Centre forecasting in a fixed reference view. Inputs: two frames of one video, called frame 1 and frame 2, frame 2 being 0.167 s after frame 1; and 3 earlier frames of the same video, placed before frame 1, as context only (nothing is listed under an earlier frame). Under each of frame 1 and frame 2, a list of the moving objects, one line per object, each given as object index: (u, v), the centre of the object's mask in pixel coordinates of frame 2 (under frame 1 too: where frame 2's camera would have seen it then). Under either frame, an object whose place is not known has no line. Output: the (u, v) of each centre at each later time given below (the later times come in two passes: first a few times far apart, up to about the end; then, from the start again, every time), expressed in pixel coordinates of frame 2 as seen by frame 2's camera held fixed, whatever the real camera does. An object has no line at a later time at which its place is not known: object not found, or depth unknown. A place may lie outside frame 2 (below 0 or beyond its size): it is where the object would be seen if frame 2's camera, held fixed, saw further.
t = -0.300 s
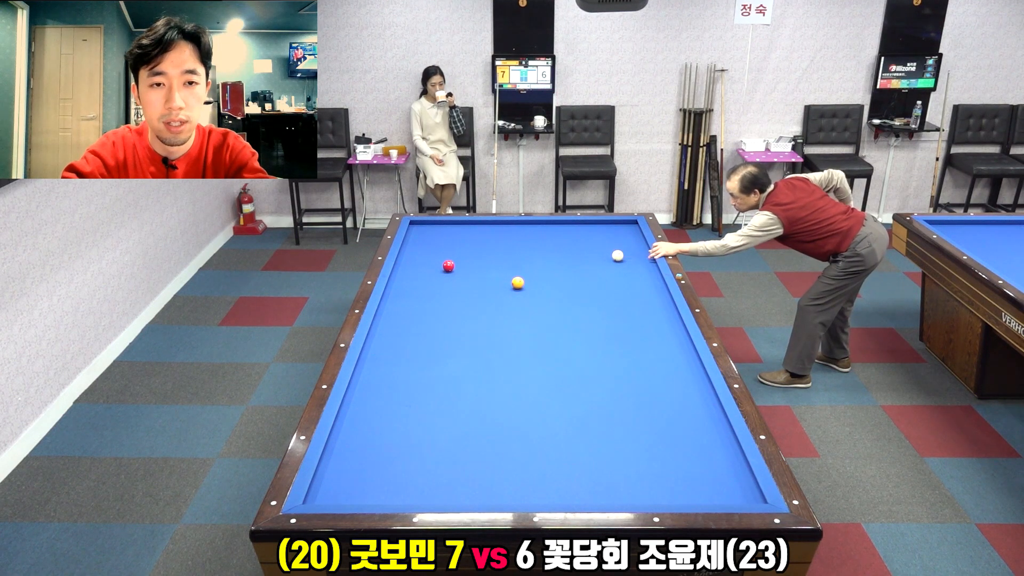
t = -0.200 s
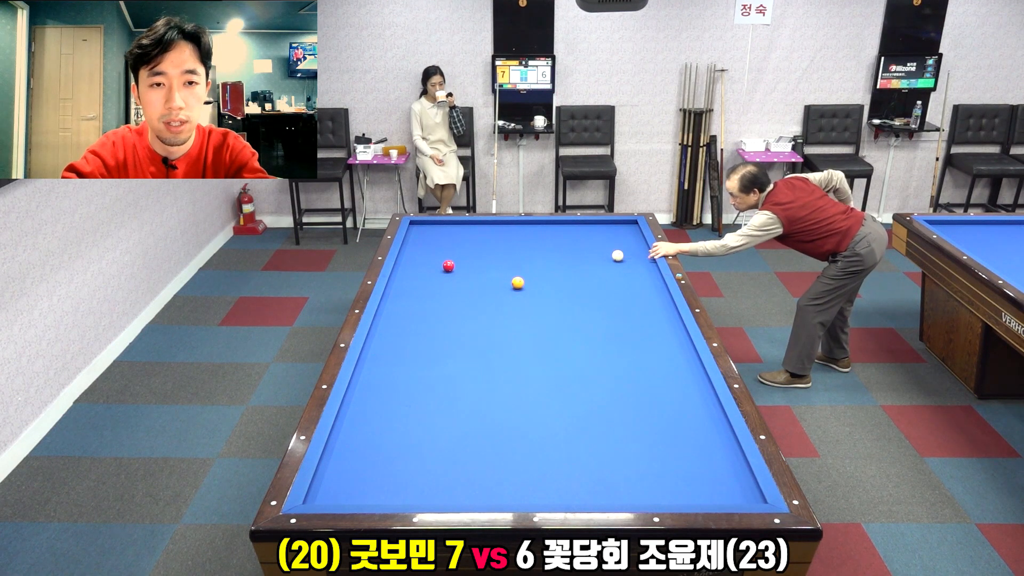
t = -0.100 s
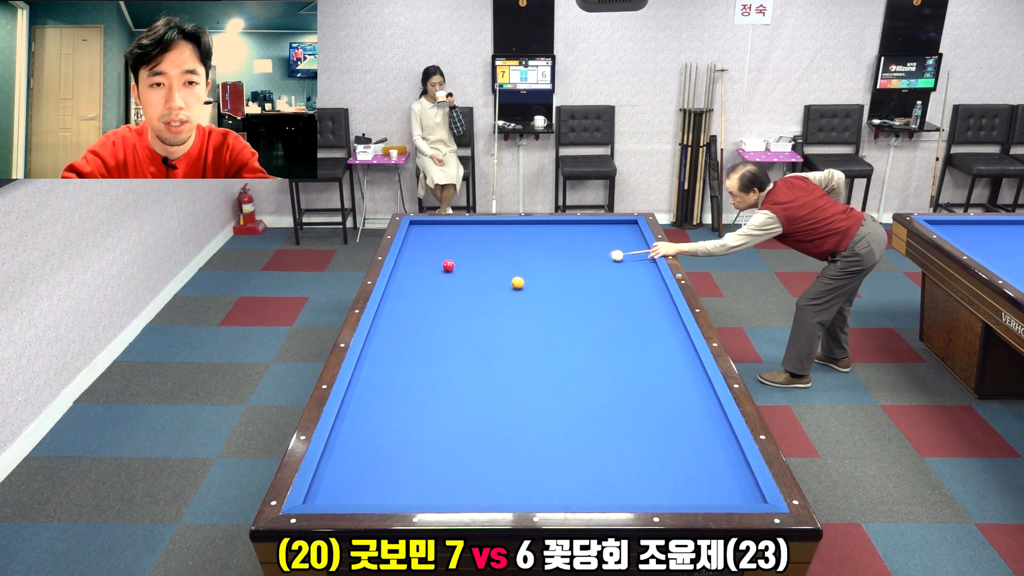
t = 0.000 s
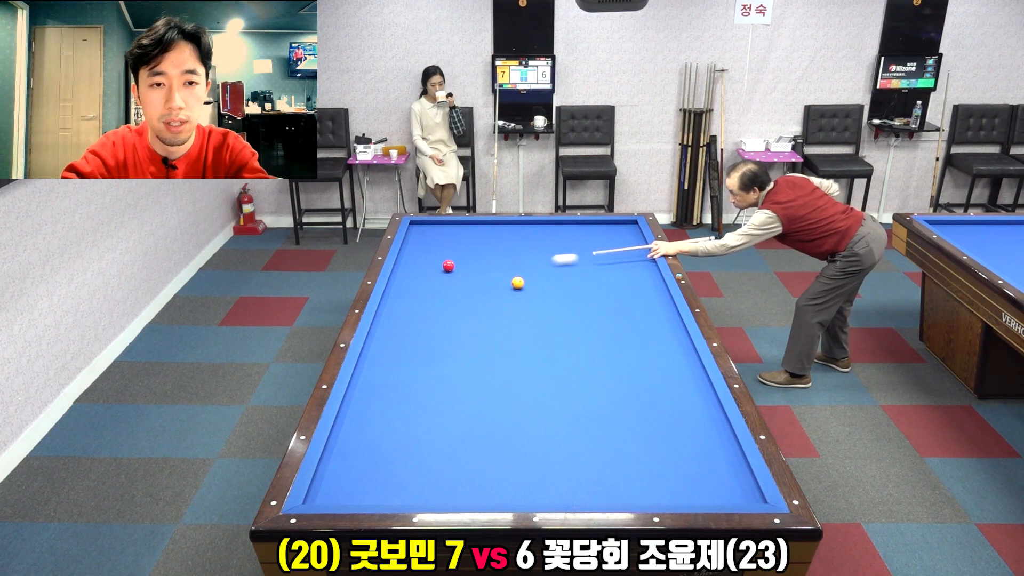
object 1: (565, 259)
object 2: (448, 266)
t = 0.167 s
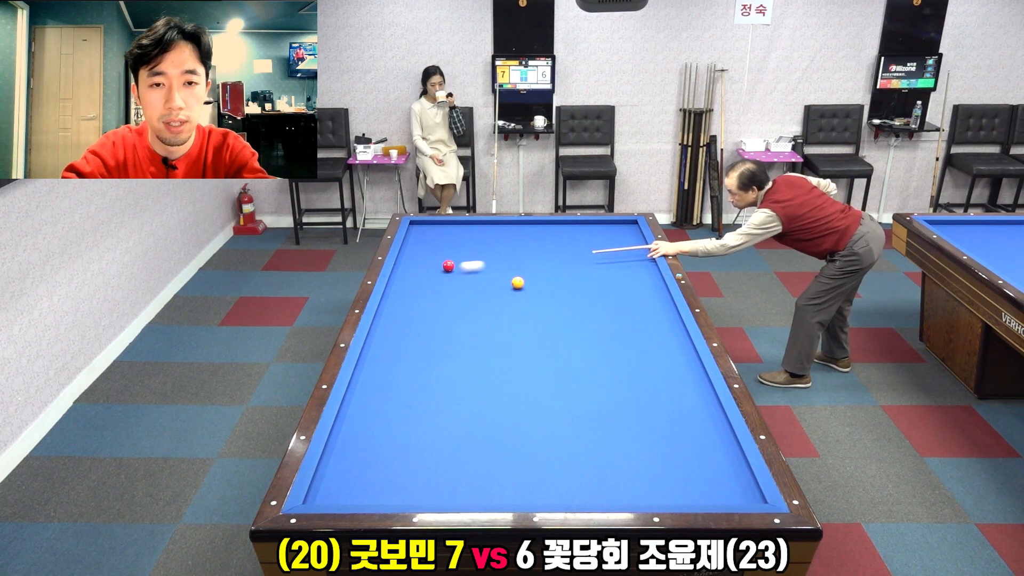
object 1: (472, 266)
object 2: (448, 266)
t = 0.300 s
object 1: (436, 279)
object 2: (413, 259)
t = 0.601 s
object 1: (405, 315)
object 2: (454, 249)
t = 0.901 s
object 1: (448, 360)
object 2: (505, 241)
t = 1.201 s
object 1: (499, 417)
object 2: (553, 234)
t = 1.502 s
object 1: (566, 492)
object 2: (597, 228)
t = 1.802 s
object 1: (642, 450)
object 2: (628, 221)
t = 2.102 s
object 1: (705, 412)
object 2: (606, 222)
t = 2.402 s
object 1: (668, 381)
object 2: (586, 223)
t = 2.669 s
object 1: (626, 356)
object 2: (568, 224)
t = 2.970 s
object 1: (586, 332)
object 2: (549, 225)
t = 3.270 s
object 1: (550, 312)
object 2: (531, 226)
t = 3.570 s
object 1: (519, 293)
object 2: (513, 227)
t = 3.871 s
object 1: (491, 277)
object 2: (495, 227)
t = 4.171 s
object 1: (466, 262)
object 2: (478, 228)
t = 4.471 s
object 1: (443, 249)
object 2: (462, 229)
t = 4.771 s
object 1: (423, 237)
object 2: (446, 230)
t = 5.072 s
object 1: (417, 228)
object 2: (431, 230)
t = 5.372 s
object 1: (428, 223)
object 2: (417, 231)
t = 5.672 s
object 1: (433, 227)
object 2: (415, 231)
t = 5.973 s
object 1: (438, 231)
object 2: (423, 231)
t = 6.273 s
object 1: (443, 235)
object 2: (430, 232)
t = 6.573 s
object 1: (448, 240)
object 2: (436, 232)
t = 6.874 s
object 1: (452, 244)
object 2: (442, 232)
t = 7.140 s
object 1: (457, 247)
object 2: (447, 232)
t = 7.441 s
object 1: (461, 251)
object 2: (452, 232)
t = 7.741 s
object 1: (466, 254)
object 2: (456, 232)
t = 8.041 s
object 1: (470, 258)
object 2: (460, 232)
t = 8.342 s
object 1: (475, 261)
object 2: (463, 232)
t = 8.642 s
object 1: (479, 264)
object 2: (466, 232)
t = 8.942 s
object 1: (483, 268)
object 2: (468, 232)
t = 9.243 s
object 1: (486, 270)
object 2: (470, 232)
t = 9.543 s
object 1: (490, 273)
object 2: (470, 232)
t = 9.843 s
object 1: (494, 276)
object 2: (471, 232)
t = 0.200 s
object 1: (457, 268)
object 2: (444, 264)
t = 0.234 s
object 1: (451, 272)
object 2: (434, 263)
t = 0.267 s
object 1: (444, 276)
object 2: (423, 261)
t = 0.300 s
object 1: (436, 279)
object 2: (413, 259)
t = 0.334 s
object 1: (429, 283)
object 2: (404, 257)
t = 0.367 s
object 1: (420, 287)
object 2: (407, 256)
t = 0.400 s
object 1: (411, 290)
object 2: (415, 254)
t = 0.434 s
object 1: (401, 294)
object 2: (423, 254)
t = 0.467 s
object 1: (391, 298)
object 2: (430, 253)
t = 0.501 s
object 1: (388, 302)
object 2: (436, 252)
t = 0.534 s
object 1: (394, 306)
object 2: (442, 251)
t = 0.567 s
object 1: (400, 310)
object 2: (448, 250)
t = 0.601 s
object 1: (405, 315)
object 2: (454, 249)
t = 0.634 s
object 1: (411, 320)
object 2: (460, 248)
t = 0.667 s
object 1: (415, 324)
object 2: (466, 247)
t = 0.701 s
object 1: (420, 329)
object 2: (471, 246)
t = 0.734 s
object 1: (424, 334)
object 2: (477, 246)
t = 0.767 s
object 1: (428, 339)
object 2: (482, 245)
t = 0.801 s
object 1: (433, 344)
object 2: (488, 244)
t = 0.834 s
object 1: (438, 349)
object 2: (494, 243)
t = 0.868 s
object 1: (443, 355)
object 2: (499, 242)
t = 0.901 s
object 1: (448, 360)
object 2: (505, 241)
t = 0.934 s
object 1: (453, 366)
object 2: (510, 240)
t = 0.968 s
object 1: (458, 372)
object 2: (516, 240)
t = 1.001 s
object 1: (463, 378)
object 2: (521, 239)
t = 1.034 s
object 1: (469, 384)
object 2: (526, 238)
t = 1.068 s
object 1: (475, 390)
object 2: (532, 237)
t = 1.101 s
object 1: (481, 397)
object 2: (537, 237)
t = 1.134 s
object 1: (486, 403)
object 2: (542, 236)
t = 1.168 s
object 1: (493, 410)
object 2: (547, 235)
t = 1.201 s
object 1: (499, 417)
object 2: (553, 234)
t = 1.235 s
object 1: (505, 424)
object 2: (558, 233)
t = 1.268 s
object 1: (512, 432)
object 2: (563, 233)
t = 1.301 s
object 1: (520, 440)
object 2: (568, 232)
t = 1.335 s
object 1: (527, 448)
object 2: (573, 231)
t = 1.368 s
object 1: (534, 457)
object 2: (578, 230)
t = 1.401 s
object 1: (542, 465)
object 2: (583, 229)
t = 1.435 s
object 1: (550, 474)
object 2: (588, 229)
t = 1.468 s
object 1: (558, 483)
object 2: (592, 228)
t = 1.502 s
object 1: (566, 492)
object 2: (597, 228)
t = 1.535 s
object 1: (577, 494)
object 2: (602, 227)
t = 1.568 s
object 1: (585, 488)
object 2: (607, 227)
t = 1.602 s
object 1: (594, 481)
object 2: (612, 226)
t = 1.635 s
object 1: (603, 474)
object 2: (616, 226)
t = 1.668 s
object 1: (611, 469)
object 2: (621, 224)
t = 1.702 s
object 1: (619, 464)
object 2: (626, 223)
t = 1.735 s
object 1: (627, 459)
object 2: (630, 222)
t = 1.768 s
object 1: (635, 454)
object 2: (631, 222)
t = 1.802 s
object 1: (642, 450)
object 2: (628, 221)
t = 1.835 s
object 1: (650, 445)
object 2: (624, 221)
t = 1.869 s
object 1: (657, 441)
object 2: (622, 221)
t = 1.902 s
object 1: (664, 437)
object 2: (619, 221)
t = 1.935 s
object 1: (671, 432)
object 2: (617, 222)
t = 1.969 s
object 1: (678, 428)
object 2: (615, 222)
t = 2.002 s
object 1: (685, 424)
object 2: (612, 222)
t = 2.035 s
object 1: (692, 420)
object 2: (610, 222)
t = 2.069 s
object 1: (698, 416)
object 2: (608, 222)
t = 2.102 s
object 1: (705, 412)
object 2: (606, 222)
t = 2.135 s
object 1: (711, 409)
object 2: (603, 222)
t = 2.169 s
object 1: (712, 405)
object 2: (601, 222)
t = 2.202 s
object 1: (705, 401)
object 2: (599, 222)
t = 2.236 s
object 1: (698, 398)
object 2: (596, 222)
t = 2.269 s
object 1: (691, 394)
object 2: (594, 223)
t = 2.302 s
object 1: (685, 391)
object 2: (592, 223)
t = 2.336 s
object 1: (679, 387)
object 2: (590, 223)
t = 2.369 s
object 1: (674, 384)
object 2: (588, 223)
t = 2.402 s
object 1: (668, 381)
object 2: (586, 223)
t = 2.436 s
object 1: (663, 377)
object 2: (583, 223)
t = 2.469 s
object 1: (657, 374)
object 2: (581, 223)
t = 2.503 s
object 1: (652, 371)
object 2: (579, 224)
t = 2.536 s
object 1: (647, 368)
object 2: (577, 224)
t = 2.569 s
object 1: (641, 365)
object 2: (575, 224)
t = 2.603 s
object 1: (636, 362)
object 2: (572, 224)
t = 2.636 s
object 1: (632, 359)
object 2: (570, 224)
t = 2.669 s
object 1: (626, 356)
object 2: (568, 224)
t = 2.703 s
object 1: (622, 353)
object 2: (566, 224)
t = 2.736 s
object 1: (617, 351)
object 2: (564, 224)
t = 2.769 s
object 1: (612, 348)
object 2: (562, 224)
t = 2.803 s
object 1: (608, 345)
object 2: (560, 224)
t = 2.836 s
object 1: (603, 343)
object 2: (557, 225)
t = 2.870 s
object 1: (599, 340)
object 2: (556, 225)
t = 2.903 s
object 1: (594, 337)
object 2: (553, 225)
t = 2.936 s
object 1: (590, 335)
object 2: (551, 225)
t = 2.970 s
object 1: (586, 332)
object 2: (549, 225)
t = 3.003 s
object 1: (582, 330)
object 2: (547, 225)
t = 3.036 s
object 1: (578, 328)
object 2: (545, 225)
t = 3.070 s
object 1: (573, 325)
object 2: (543, 225)
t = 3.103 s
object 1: (569, 323)
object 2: (541, 225)
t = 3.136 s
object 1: (565, 321)
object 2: (539, 225)
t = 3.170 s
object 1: (562, 318)
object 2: (537, 226)
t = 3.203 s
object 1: (558, 316)
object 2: (535, 226)
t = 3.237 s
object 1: (554, 314)
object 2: (533, 226)
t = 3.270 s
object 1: (550, 312)
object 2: (531, 226)
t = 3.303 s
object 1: (547, 310)
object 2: (529, 226)
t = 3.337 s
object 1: (543, 307)
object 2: (527, 226)
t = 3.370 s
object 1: (539, 305)
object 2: (525, 226)
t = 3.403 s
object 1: (536, 303)
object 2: (523, 226)
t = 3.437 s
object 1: (532, 301)
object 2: (521, 226)
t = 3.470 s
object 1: (529, 299)
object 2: (519, 226)
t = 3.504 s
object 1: (526, 297)
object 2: (517, 227)
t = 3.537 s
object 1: (522, 295)
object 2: (515, 227)
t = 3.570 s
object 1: (519, 293)
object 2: (513, 227)
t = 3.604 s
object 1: (515, 292)
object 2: (511, 227)
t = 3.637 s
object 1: (512, 289)
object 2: (509, 227)
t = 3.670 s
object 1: (509, 287)
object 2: (507, 227)
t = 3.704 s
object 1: (506, 286)
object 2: (505, 227)
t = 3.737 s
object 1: (503, 284)
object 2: (503, 227)
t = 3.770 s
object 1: (500, 282)
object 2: (501, 227)
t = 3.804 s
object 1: (497, 280)
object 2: (499, 227)
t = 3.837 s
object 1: (494, 279)
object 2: (497, 227)
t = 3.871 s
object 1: (491, 277)
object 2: (495, 227)
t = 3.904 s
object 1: (488, 275)
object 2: (493, 228)
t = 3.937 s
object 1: (485, 274)
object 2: (491, 228)
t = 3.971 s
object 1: (482, 272)
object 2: (490, 228)
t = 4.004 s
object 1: (479, 270)
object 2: (488, 228)
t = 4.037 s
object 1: (476, 269)
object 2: (486, 228)
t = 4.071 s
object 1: (474, 267)
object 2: (484, 228)
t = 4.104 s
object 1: (471, 265)
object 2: (482, 228)
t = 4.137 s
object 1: (468, 264)
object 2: (480, 228)
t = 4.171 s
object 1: (466, 262)
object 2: (478, 228)
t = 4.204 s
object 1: (463, 261)
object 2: (477, 228)
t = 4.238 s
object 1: (460, 259)
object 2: (475, 228)
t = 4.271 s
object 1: (458, 258)
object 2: (473, 228)
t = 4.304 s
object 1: (455, 256)
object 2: (471, 229)
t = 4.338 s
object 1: (453, 255)
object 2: (469, 229)
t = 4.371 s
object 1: (451, 253)
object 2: (467, 229)
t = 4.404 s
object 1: (448, 252)
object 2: (466, 229)
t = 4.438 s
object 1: (446, 251)
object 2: (464, 229)
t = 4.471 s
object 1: (443, 249)
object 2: (462, 229)
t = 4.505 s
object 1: (441, 248)
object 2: (460, 229)
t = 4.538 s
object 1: (439, 246)
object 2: (459, 229)
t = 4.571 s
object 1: (436, 245)
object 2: (457, 229)
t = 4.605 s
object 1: (434, 244)
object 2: (455, 229)
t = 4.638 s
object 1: (432, 242)
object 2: (453, 229)
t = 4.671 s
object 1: (430, 241)
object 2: (452, 229)
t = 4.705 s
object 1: (427, 240)
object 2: (450, 229)
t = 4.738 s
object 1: (425, 239)
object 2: (448, 229)
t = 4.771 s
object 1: (423, 237)
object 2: (446, 230)
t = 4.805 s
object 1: (421, 236)
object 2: (445, 230)
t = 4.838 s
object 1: (419, 235)
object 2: (443, 230)
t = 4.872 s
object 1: (417, 234)
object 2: (441, 230)
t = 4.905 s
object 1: (415, 233)
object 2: (440, 230)
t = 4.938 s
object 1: (413, 231)
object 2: (438, 230)
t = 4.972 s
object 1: (412, 230)
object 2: (436, 230)
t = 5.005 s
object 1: (414, 229)
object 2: (435, 230)
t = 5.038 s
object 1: (415, 228)
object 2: (433, 230)
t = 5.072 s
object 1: (417, 228)
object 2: (431, 230)
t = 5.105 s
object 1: (418, 227)
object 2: (430, 230)
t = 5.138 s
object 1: (420, 226)
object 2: (428, 230)
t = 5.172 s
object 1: (421, 225)
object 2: (427, 231)
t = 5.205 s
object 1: (422, 223)
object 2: (425, 231)
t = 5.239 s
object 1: (424, 223)
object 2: (423, 231)
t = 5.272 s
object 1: (426, 222)
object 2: (422, 231)
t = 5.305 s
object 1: (427, 222)
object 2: (420, 231)
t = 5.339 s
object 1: (427, 222)
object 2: (419, 231)
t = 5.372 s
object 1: (428, 223)
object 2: (417, 231)
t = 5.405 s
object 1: (428, 223)
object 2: (415, 231)
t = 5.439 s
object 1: (429, 224)
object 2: (414, 231)
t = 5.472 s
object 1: (429, 224)
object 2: (412, 231)
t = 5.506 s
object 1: (430, 225)
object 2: (411, 231)
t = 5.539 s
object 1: (431, 225)
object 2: (412, 231)
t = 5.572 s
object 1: (431, 226)
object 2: (413, 231)
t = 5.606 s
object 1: (432, 226)
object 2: (414, 231)
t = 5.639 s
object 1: (432, 227)
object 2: (414, 231)
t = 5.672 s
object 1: (433, 227)
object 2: (415, 231)
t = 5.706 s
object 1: (433, 228)
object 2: (416, 231)
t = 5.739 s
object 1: (434, 228)
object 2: (417, 231)
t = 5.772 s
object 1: (434, 229)
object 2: (418, 231)
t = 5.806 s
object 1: (435, 229)
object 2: (419, 231)
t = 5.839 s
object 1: (436, 229)
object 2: (420, 231)
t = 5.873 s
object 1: (436, 230)
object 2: (420, 231)
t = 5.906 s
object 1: (437, 230)
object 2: (421, 231)
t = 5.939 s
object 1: (437, 231)
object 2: (422, 231)
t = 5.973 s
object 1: (438, 231)
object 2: (423, 231)
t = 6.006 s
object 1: (438, 232)
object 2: (424, 231)
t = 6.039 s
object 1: (439, 232)
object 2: (424, 231)
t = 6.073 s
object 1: (440, 233)
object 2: (425, 231)
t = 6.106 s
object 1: (440, 233)
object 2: (426, 231)
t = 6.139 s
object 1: (441, 234)
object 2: (427, 231)
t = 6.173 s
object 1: (441, 234)
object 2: (427, 232)
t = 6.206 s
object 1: (442, 235)
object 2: (428, 231)
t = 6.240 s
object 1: (442, 235)
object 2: (429, 232)
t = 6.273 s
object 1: (443, 235)
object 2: (430, 232)
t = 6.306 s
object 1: (443, 236)
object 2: (431, 232)
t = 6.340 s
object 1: (444, 236)
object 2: (431, 232)
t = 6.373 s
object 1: (445, 237)
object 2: (432, 232)
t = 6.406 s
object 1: (445, 237)
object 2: (433, 232)
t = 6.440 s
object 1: (446, 238)
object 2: (434, 232)
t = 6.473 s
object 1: (446, 238)
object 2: (434, 232)
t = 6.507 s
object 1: (447, 239)
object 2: (435, 232)
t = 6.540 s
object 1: (447, 239)
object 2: (436, 232)
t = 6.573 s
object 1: (448, 240)
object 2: (436, 232)
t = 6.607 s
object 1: (448, 240)
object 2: (437, 232)
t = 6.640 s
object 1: (449, 240)
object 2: (438, 232)
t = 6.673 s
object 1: (449, 241)
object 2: (438, 232)
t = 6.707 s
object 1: (450, 241)
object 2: (439, 232)
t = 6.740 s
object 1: (450, 242)
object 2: (440, 232)
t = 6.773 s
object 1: (451, 242)
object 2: (440, 232)
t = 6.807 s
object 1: (452, 243)
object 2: (441, 232)
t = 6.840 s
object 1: (452, 243)
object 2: (442, 232)
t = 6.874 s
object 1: (452, 244)
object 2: (442, 232)
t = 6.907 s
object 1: (453, 244)
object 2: (443, 232)
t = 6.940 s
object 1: (454, 244)
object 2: (444, 232)
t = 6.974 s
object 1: (454, 245)
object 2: (444, 232)
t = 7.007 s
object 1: (455, 245)
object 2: (445, 232)
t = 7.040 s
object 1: (455, 246)
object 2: (445, 232)
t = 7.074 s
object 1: (456, 246)
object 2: (446, 232)
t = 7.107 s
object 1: (456, 246)
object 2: (447, 232)
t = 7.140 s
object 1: (457, 247)
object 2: (447, 232)
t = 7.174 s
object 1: (457, 247)
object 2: (448, 232)
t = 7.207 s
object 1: (458, 248)
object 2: (448, 232)
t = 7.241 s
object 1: (458, 248)
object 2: (449, 232)
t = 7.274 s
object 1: (459, 249)
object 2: (449, 232)
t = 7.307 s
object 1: (459, 249)
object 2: (450, 232)
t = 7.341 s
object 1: (460, 249)
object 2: (451, 232)
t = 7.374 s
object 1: (460, 250)
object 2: (451, 232)
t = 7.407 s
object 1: (461, 250)
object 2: (451, 232)
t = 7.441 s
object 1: (461, 251)
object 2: (452, 232)
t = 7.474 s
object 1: (462, 251)
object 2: (452, 232)
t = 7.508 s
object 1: (462, 252)
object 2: (453, 232)
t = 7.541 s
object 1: (463, 252)
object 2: (453, 232)
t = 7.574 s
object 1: (463, 252)
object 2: (454, 232)
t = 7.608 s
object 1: (464, 253)
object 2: (455, 232)
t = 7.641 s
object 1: (464, 253)
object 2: (455, 232)
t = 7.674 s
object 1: (465, 254)
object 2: (455, 232)
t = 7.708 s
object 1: (465, 254)
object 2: (456, 232)
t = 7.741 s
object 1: (466, 254)
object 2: (456, 232)
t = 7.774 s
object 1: (466, 255)
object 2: (457, 232)
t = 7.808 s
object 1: (467, 255)
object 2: (457, 232)
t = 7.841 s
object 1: (467, 256)
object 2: (458, 232)
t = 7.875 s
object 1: (468, 256)
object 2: (458, 232)
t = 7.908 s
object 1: (468, 256)
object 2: (458, 232)
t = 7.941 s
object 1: (469, 257)
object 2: (459, 232)
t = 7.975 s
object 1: (469, 257)
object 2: (459, 232)
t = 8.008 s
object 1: (470, 257)
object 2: (460, 232)
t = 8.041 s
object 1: (470, 258)
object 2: (460, 232)
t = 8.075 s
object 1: (471, 258)
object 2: (460, 232)
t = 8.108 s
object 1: (471, 259)
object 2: (461, 232)
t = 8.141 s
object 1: (472, 259)
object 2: (461, 232)
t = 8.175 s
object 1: (472, 259)
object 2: (461, 232)
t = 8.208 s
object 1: (473, 260)
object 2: (462, 232)
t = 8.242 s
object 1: (473, 260)
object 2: (462, 232)
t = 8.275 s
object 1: (474, 260)
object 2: (463, 232)
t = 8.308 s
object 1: (474, 261)
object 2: (463, 232)
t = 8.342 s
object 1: (475, 261)
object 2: (463, 232)
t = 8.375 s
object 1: (475, 262)
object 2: (463, 232)
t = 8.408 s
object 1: (476, 262)
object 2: (464, 232)
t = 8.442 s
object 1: (476, 262)
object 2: (464, 232)
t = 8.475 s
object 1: (476, 263)
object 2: (465, 232)
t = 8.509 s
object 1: (477, 263)
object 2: (465, 232)
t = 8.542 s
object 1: (477, 263)
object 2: (465, 232)
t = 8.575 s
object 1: (478, 264)
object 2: (465, 232)
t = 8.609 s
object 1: (478, 264)
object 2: (466, 232)
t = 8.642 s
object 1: (479, 264)
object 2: (466, 232)
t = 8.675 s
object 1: (479, 265)
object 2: (466, 232)
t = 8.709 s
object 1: (480, 265)
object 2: (466, 232)
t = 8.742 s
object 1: (480, 265)
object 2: (467, 232)
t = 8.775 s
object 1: (480, 266)
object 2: (467, 232)
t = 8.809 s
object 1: (481, 266)
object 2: (467, 232)
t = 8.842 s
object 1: (481, 267)
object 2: (467, 232)
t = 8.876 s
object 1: (482, 267)
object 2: (468, 232)
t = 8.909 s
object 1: (482, 267)
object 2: (468, 232)
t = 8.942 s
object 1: (483, 268)
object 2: (468, 232)
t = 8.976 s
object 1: (483, 268)
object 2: (468, 232)
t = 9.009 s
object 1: (484, 268)
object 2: (468, 232)
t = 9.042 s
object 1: (484, 269)
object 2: (469, 232)
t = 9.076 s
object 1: (485, 269)
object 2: (469, 232)
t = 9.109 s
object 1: (485, 269)
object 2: (469, 232)
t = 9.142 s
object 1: (485, 269)
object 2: (469, 232)
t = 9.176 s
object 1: (486, 270)
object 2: (469, 232)
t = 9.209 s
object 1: (486, 270)
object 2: (469, 232)
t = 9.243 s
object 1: (486, 270)
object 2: (470, 232)
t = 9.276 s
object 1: (487, 271)
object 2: (470, 232)
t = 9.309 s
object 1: (487, 271)
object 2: (470, 232)
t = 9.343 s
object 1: (488, 271)
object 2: (470, 232)
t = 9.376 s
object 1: (488, 272)
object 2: (470, 232)
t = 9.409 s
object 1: (489, 272)
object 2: (470, 232)
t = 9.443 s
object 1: (489, 272)
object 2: (470, 232)
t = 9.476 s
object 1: (489, 272)
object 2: (470, 232)
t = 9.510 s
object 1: (490, 273)
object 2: (471, 232)
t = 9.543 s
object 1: (490, 273)
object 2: (470, 232)
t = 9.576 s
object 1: (491, 273)
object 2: (470, 232)
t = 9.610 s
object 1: (491, 274)
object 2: (470, 232)
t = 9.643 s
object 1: (491, 274)
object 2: (471, 231)
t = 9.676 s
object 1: (492, 274)
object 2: (471, 232)
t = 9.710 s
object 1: (492, 274)
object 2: (471, 232)
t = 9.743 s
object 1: (493, 275)
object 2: (471, 232)
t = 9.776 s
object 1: (493, 275)
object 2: (471, 232)
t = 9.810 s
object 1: (493, 275)
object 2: (471, 232)
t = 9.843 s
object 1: (494, 276)
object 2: (471, 232)
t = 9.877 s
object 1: (494, 276)
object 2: (471, 231)
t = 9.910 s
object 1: (494, 276)
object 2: (471, 232)
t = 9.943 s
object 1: (495, 276)
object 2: (471, 232)
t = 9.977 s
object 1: (495, 277)
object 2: (471, 232)
